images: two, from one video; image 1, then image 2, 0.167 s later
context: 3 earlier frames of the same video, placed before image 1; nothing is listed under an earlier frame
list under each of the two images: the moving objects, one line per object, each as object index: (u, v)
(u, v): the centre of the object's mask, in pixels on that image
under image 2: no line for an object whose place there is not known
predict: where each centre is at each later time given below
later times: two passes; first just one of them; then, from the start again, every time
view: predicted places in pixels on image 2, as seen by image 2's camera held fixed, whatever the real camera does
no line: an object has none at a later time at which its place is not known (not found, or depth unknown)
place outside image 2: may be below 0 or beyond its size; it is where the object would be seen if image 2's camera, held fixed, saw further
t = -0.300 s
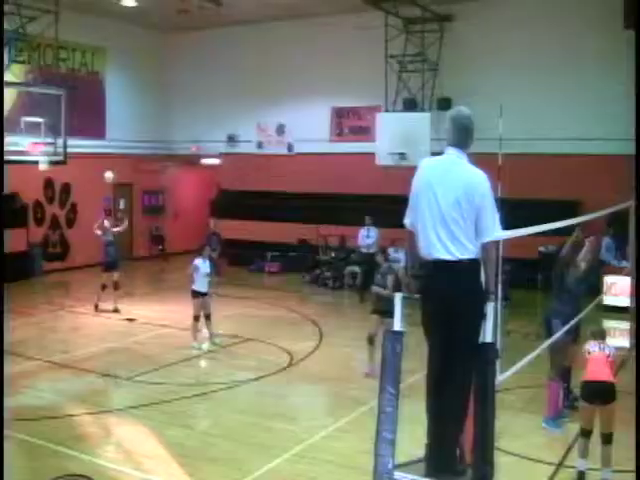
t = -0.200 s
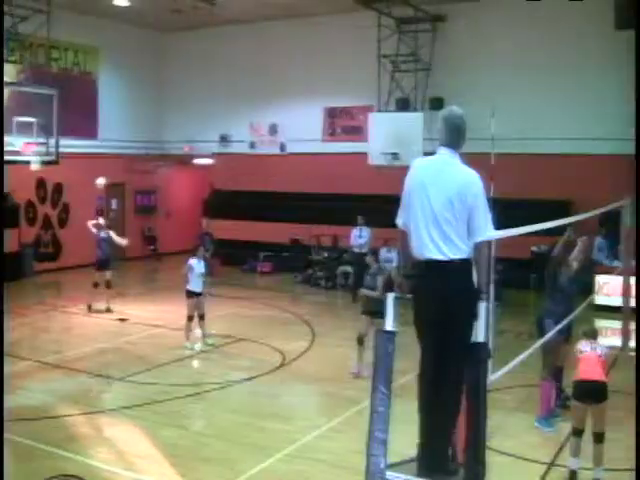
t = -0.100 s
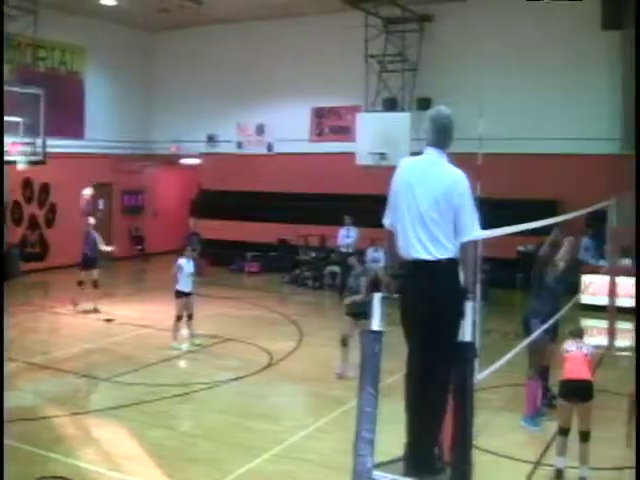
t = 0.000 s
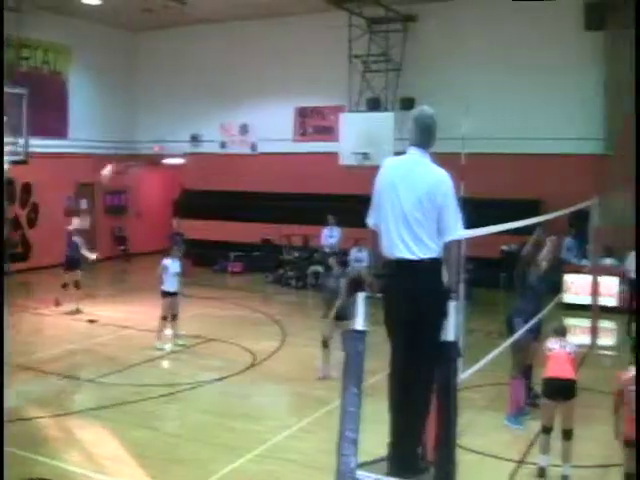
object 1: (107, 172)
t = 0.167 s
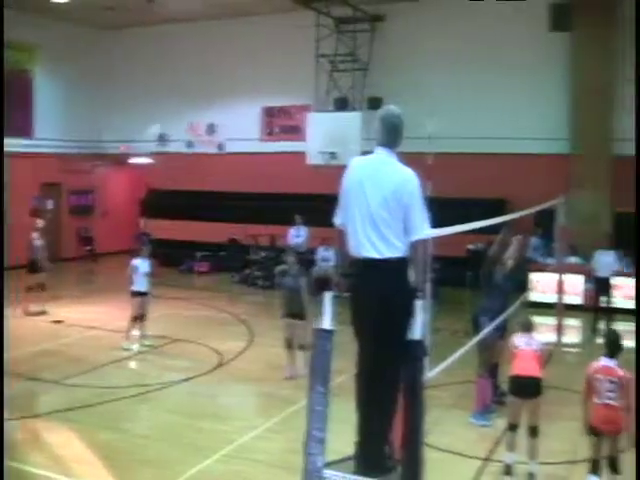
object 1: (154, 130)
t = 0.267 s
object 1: (206, 109)
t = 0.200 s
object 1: (173, 122)
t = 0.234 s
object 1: (188, 117)
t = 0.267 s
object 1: (206, 109)
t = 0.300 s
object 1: (227, 105)
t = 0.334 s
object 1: (246, 102)
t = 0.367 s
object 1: (265, 98)
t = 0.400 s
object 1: (287, 95)
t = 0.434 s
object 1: (310, 94)
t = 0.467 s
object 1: (333, 93)
